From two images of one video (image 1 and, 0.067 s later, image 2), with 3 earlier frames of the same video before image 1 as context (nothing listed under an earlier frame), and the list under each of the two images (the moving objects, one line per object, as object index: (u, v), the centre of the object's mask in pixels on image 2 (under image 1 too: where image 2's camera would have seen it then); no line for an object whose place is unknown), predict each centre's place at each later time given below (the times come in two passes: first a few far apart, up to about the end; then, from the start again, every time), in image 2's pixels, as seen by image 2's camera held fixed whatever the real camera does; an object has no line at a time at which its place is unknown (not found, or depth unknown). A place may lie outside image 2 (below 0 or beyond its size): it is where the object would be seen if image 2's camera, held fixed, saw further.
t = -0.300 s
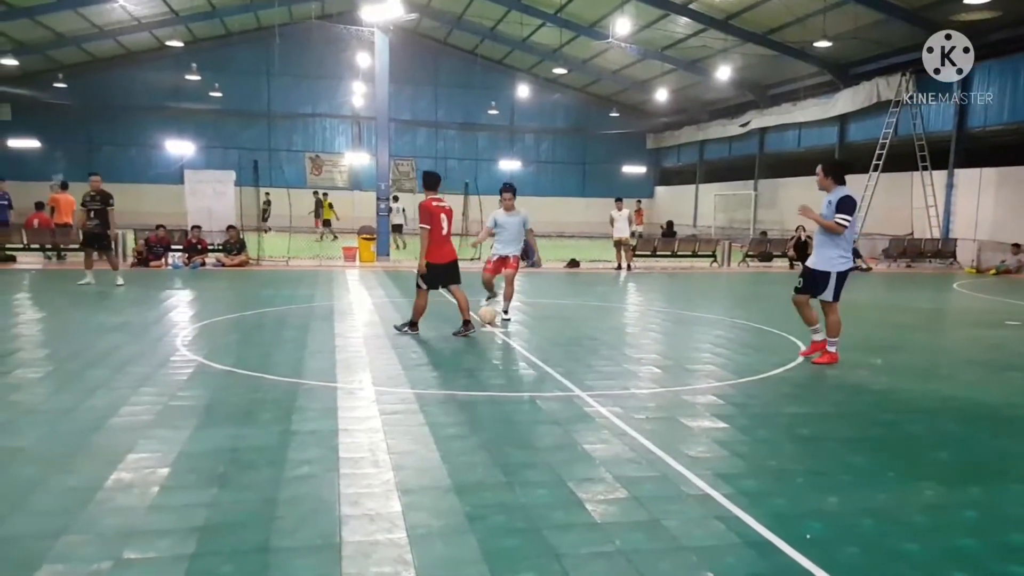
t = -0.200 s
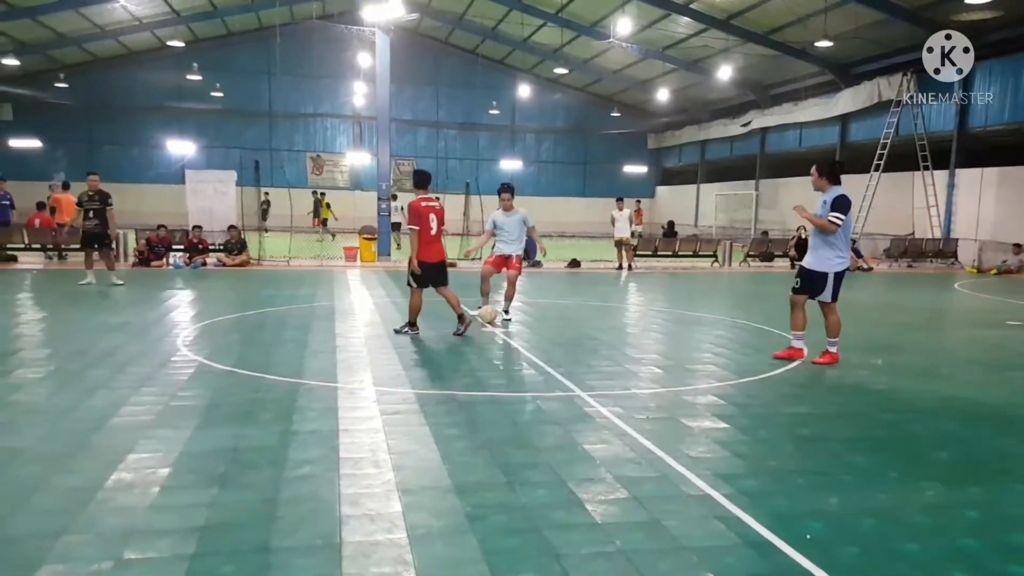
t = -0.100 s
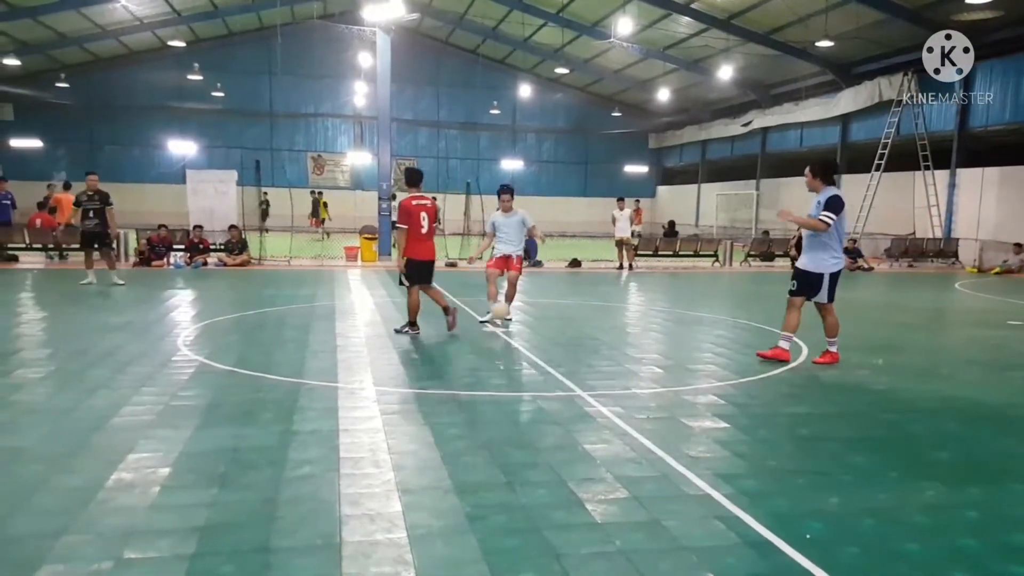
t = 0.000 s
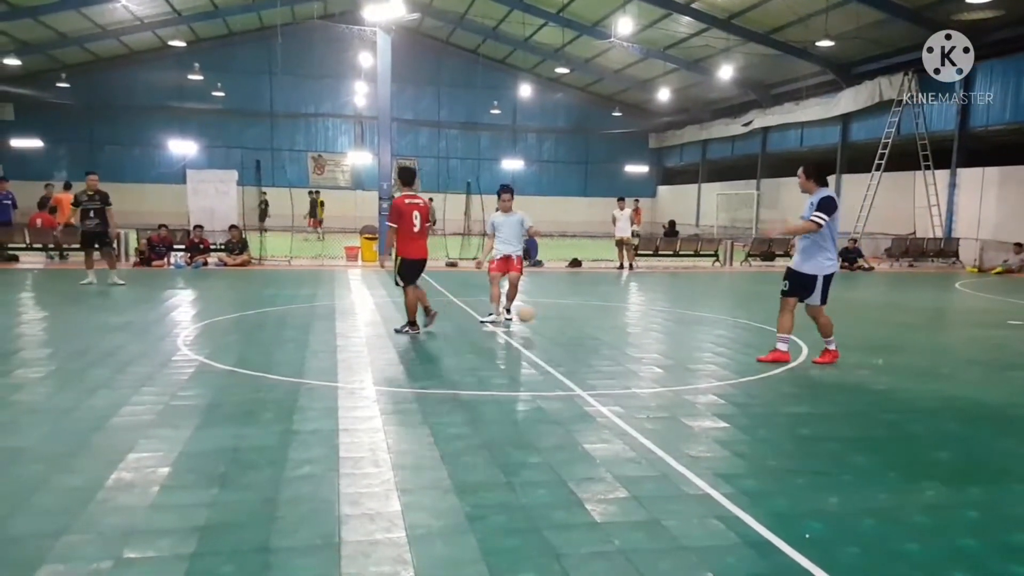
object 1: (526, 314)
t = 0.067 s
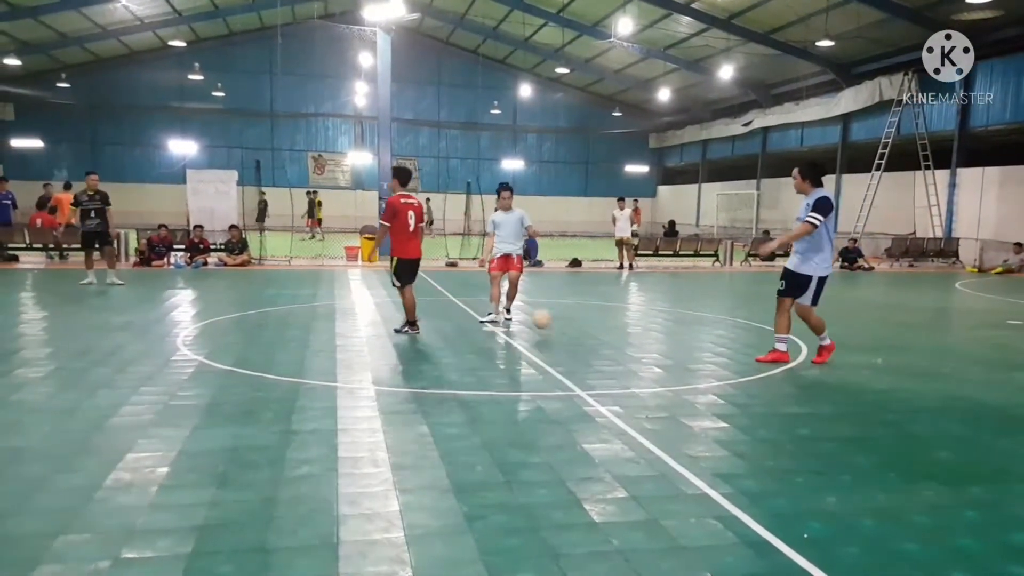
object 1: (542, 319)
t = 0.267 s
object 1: (592, 337)
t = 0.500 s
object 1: (640, 351)
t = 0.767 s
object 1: (695, 366)
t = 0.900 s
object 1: (729, 375)
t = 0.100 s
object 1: (551, 324)
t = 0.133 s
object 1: (561, 331)
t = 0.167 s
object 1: (569, 331)
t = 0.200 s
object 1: (576, 331)
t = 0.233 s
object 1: (584, 333)
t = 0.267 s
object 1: (592, 337)
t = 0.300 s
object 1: (600, 340)
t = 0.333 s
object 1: (607, 342)
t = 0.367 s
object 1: (615, 344)
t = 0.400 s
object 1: (622, 347)
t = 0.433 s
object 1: (627, 348)
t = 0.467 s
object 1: (633, 350)
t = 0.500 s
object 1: (640, 351)
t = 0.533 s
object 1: (646, 351)
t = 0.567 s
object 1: (653, 354)
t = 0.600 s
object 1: (658, 354)
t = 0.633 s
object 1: (663, 354)
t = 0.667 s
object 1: (672, 359)
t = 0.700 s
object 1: (682, 361)
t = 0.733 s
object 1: (687, 363)
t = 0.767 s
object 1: (695, 366)
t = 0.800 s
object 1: (704, 367)
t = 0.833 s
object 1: (712, 370)
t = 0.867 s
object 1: (720, 372)
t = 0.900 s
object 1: (729, 375)
